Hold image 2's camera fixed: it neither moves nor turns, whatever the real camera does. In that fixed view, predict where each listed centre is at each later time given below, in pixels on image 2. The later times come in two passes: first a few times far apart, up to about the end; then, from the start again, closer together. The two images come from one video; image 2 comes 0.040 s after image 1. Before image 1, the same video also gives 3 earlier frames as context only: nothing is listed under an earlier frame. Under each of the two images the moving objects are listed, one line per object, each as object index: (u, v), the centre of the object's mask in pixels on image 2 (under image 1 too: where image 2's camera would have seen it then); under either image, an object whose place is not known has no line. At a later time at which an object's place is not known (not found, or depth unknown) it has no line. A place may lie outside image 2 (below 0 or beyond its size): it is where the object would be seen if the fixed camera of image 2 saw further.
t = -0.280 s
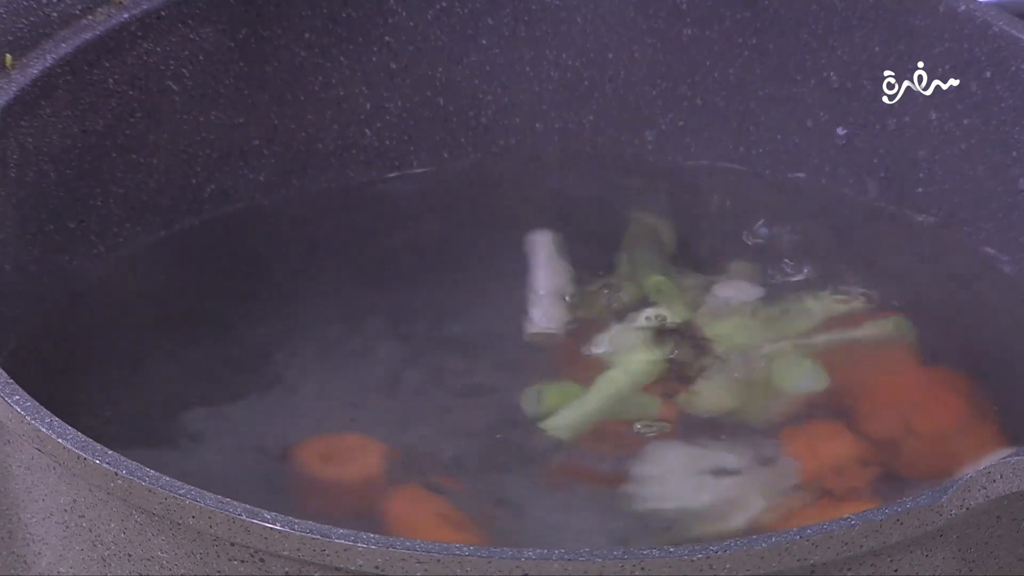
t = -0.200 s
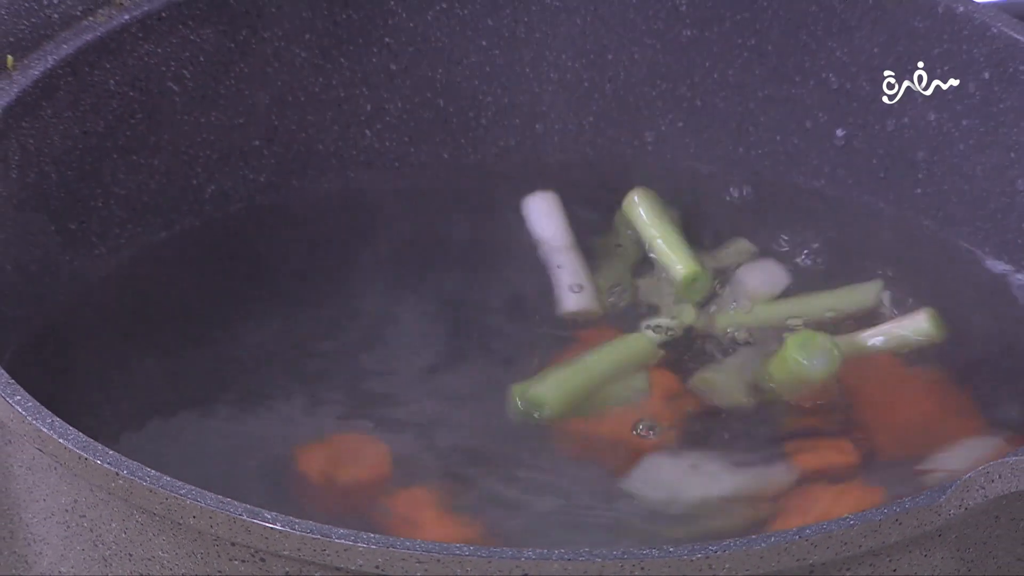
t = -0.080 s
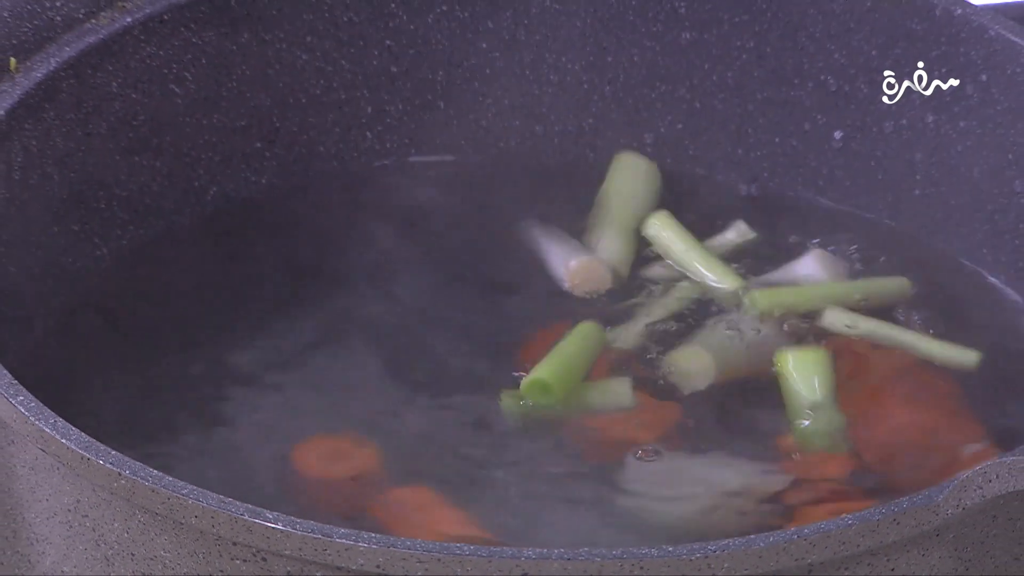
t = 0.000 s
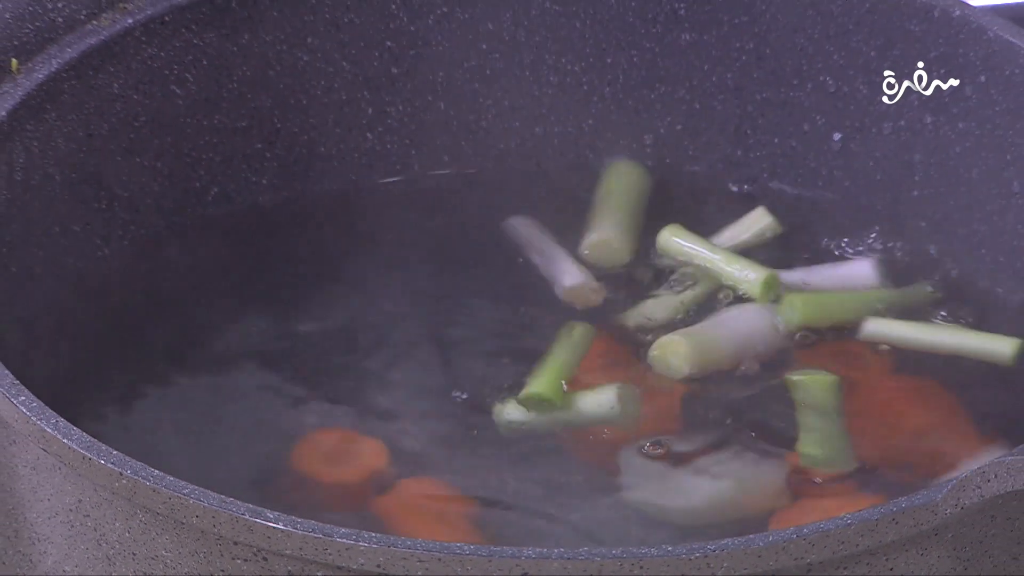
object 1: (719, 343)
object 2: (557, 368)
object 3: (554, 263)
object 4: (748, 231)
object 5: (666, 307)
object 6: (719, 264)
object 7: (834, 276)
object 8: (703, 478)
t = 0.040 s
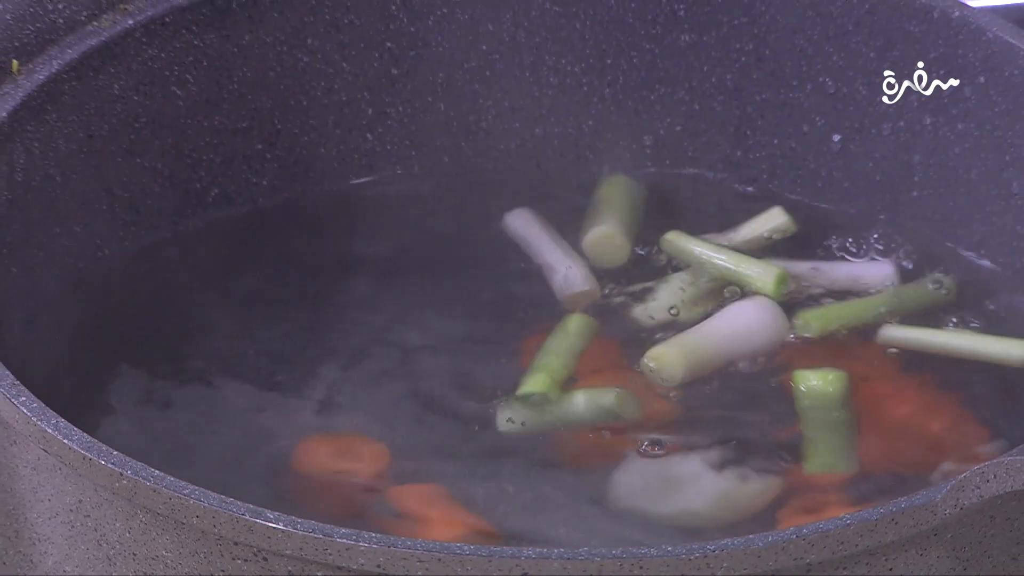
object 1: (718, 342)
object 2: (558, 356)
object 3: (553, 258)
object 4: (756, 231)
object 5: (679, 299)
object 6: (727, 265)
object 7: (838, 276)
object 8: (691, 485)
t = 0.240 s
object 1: (703, 347)
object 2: (550, 335)
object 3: (552, 247)
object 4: (796, 220)
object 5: (713, 269)
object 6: (782, 259)
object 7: (885, 255)
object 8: (700, 485)
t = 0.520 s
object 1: (689, 360)
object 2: (538, 323)
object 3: (539, 252)
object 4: (788, 222)
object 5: (740, 273)
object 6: (838, 266)
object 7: (907, 261)
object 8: (707, 495)
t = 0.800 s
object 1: (671, 365)
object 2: (522, 304)
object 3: (528, 247)
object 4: (770, 215)
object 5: (760, 275)
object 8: (709, 499)
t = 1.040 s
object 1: (681, 370)
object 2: (529, 300)
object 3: (539, 249)
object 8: (708, 506)
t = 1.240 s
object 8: (694, 499)
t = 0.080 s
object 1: (715, 342)
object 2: (556, 353)
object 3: (555, 256)
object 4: (766, 231)
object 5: (675, 290)
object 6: (731, 261)
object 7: (844, 265)
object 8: (700, 483)
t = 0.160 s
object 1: (715, 343)
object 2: (550, 348)
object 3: (551, 255)
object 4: (777, 228)
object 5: (689, 272)
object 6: (752, 259)
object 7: (871, 258)
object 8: (699, 483)
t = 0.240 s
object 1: (703, 347)
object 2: (550, 335)
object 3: (552, 247)
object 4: (796, 220)
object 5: (713, 269)
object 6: (782, 259)
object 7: (885, 255)
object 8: (700, 485)
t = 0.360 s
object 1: (700, 349)
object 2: (542, 326)
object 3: (543, 247)
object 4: (791, 222)
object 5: (723, 270)
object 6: (809, 260)
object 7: (889, 259)
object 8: (705, 481)
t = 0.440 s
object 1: (696, 355)
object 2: (543, 326)
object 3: (541, 252)
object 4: (789, 222)
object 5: (735, 274)
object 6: (827, 263)
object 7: (897, 263)
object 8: (700, 492)
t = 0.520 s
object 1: (689, 360)
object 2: (538, 323)
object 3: (539, 252)
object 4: (788, 222)
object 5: (740, 273)
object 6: (838, 266)
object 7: (907, 261)
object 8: (707, 495)
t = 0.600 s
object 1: (684, 365)
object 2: (532, 318)
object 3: (535, 254)
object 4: (780, 219)
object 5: (748, 273)
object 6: (840, 264)
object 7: (908, 265)
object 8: (709, 489)
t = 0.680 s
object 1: (681, 365)
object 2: (524, 314)
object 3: (531, 253)
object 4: (779, 219)
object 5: (747, 277)
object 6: (843, 268)
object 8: (709, 498)
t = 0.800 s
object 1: (671, 365)
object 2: (522, 304)
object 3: (528, 247)
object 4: (770, 215)
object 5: (760, 275)
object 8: (709, 499)
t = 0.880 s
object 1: (674, 369)
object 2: (522, 300)
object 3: (531, 245)
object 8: (714, 498)
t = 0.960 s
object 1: (678, 369)
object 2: (527, 301)
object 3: (537, 247)
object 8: (713, 506)
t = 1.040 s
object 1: (681, 370)
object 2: (529, 300)
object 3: (539, 249)
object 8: (708, 506)
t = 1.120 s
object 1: (682, 376)
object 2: (524, 300)
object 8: (703, 507)
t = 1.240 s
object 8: (694, 499)
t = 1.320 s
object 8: (680, 499)
